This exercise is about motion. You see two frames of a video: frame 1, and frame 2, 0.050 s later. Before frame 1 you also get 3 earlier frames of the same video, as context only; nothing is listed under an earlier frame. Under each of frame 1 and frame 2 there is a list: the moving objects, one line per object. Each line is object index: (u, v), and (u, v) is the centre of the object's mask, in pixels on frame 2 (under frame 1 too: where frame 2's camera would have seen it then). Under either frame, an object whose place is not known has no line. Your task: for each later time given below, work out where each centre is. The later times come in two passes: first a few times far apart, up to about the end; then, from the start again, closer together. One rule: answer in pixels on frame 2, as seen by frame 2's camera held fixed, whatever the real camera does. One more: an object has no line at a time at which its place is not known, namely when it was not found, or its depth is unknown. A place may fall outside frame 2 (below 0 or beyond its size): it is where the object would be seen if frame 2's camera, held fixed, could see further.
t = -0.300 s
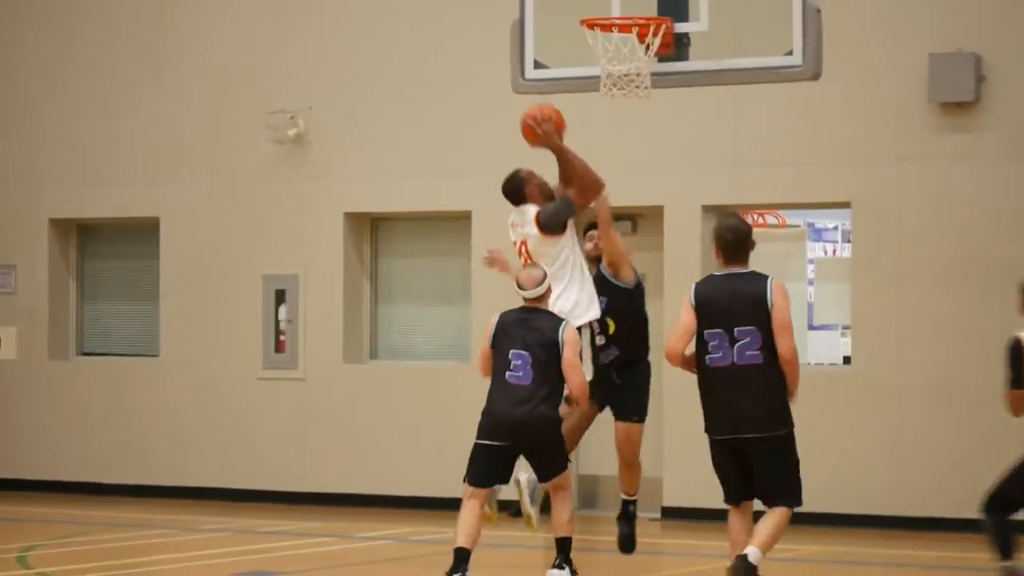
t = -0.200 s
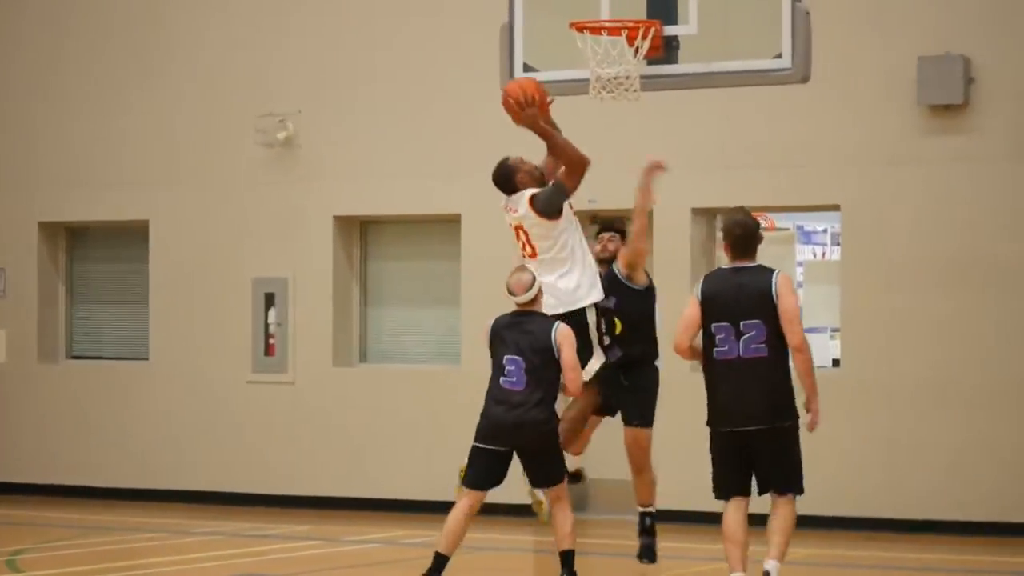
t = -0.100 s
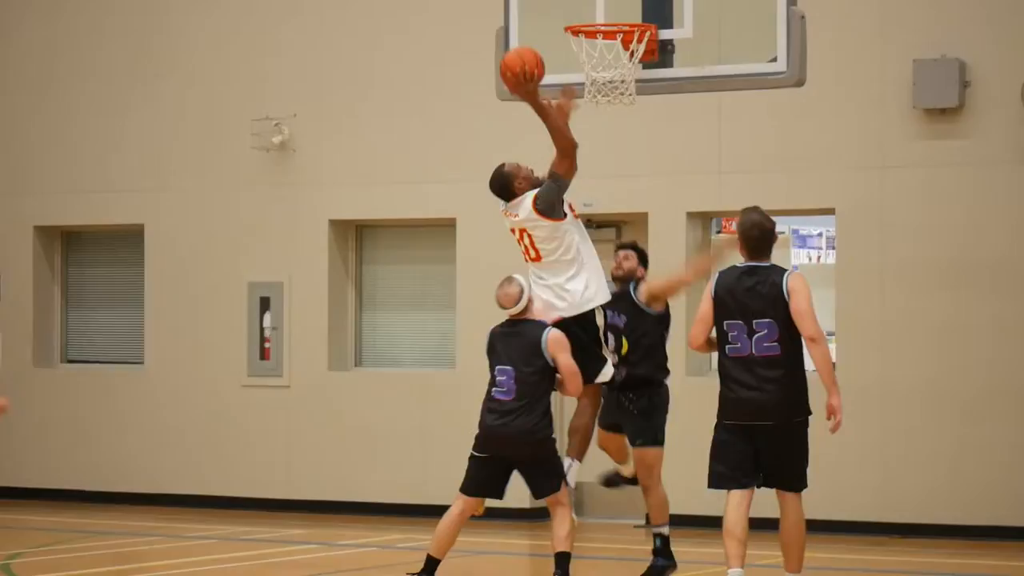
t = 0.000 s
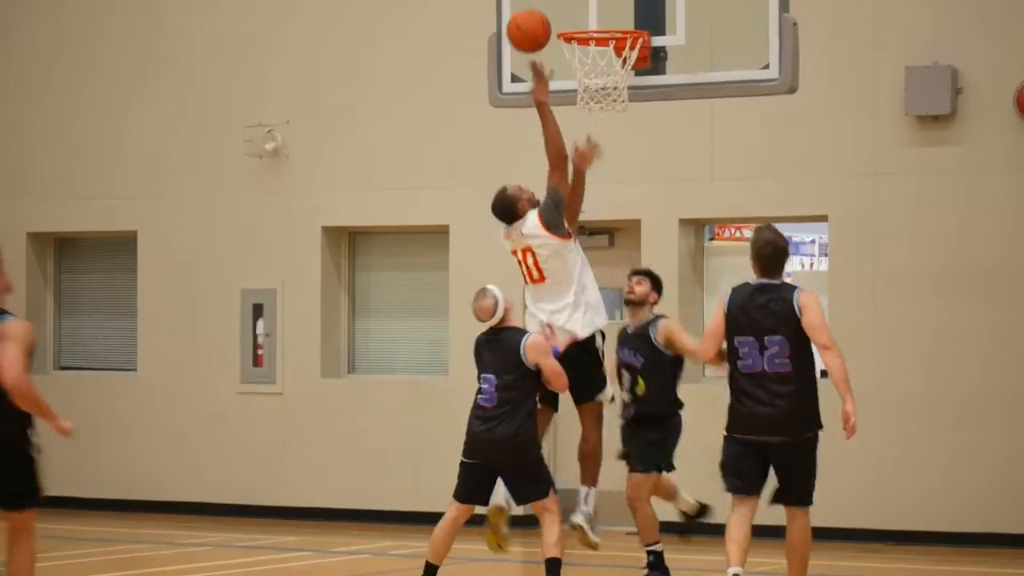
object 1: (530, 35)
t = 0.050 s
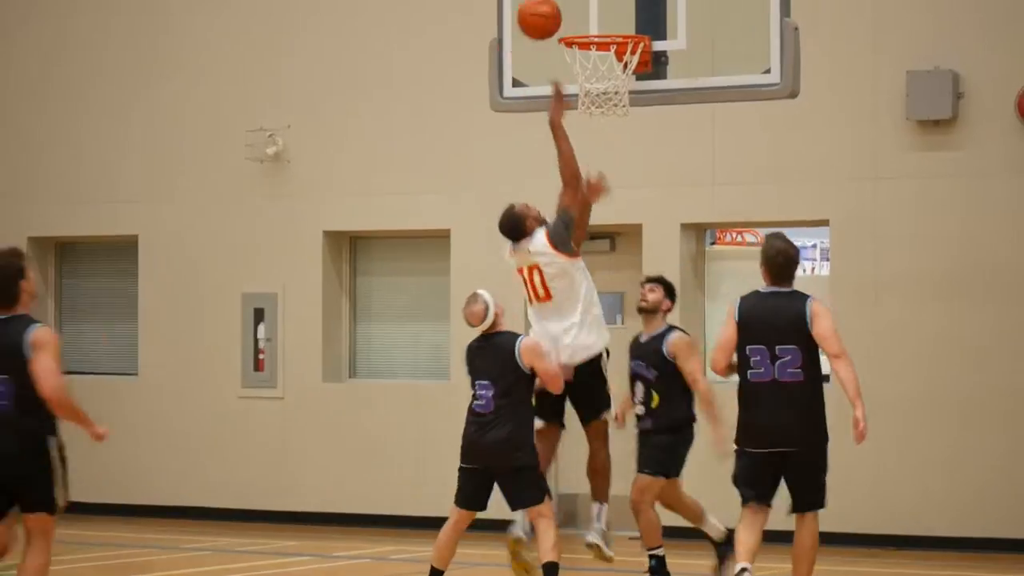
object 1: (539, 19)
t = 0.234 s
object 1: (573, -1)
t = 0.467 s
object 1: (604, 5)
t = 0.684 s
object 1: (605, 7)
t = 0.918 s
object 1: (601, 5)
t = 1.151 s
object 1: (598, 69)
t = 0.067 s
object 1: (542, 14)
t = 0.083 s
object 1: (546, 11)
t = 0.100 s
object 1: (549, 9)
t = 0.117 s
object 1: (553, 7)
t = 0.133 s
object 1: (555, 5)
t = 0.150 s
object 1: (559, 3)
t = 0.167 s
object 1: (561, 2)
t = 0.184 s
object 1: (565, 1)
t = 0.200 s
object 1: (568, 0)
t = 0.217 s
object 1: (571, -1)
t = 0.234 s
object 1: (573, -1)
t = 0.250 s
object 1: (576, -1)
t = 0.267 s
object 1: (579, -1)
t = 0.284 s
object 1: (582, -1)
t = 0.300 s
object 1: (585, 0)
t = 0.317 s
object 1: (588, 1)
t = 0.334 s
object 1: (591, 4)
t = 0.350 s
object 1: (594, 8)
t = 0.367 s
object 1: (597, 12)
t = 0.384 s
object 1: (600, 15)
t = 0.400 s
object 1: (602, 16)
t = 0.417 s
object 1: (602, 14)
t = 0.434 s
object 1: (603, 11)
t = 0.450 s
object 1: (604, 8)
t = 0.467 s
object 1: (604, 5)
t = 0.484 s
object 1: (605, 3)
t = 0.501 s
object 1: (606, 1)
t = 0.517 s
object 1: (606, 0)
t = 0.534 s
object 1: (607, 0)
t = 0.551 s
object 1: (607, -1)
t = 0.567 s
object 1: (607, -1)
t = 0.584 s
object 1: (607, -2)
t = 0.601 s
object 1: (607, -2)
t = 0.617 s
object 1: (606, -1)
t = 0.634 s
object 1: (606, 1)
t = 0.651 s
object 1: (606, 2)
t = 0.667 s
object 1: (606, 5)
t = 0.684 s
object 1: (605, 7)
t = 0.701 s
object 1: (605, 11)
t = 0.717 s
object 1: (605, 13)
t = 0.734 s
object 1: (604, 16)
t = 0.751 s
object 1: (604, 15)
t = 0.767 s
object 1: (604, 13)
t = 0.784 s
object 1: (603, 10)
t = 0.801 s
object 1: (603, 8)
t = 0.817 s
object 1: (603, 6)
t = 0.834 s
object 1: (602, 5)
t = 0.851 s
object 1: (602, 4)
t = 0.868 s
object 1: (601, 4)
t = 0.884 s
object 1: (601, 4)
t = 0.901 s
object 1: (601, 4)
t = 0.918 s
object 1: (601, 5)
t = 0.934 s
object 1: (601, 7)
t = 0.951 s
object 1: (600, 9)
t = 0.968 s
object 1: (600, 11)
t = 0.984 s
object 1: (600, 13)
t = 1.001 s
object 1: (599, 16)
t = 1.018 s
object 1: (599, 18)
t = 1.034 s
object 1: (599, 20)
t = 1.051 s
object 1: (599, 29)
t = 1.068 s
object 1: (599, 37)
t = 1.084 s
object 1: (598, 43)
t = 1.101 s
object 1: (597, 51)
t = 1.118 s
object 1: (597, 58)
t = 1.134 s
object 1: (597, 64)
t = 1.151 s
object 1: (598, 69)
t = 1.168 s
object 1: (597, 73)
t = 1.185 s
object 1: (596, 78)
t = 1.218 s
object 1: (597, 115)
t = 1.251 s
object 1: (597, 119)
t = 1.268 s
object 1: (597, 124)
